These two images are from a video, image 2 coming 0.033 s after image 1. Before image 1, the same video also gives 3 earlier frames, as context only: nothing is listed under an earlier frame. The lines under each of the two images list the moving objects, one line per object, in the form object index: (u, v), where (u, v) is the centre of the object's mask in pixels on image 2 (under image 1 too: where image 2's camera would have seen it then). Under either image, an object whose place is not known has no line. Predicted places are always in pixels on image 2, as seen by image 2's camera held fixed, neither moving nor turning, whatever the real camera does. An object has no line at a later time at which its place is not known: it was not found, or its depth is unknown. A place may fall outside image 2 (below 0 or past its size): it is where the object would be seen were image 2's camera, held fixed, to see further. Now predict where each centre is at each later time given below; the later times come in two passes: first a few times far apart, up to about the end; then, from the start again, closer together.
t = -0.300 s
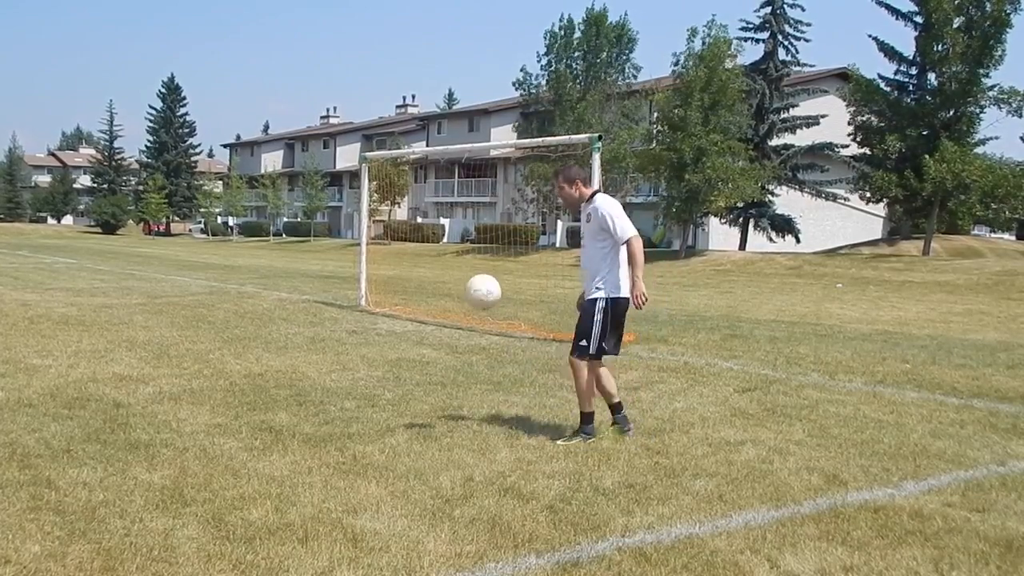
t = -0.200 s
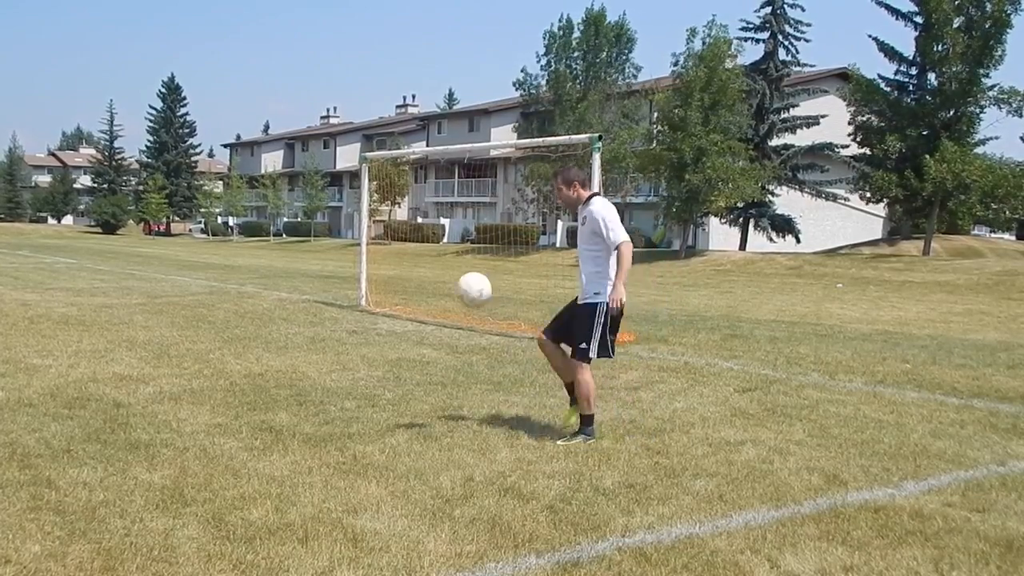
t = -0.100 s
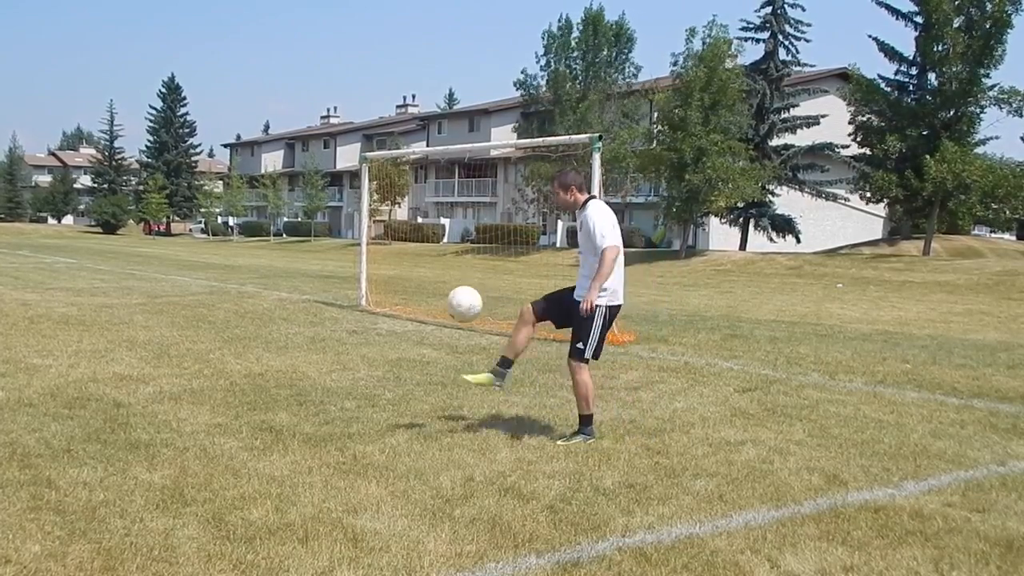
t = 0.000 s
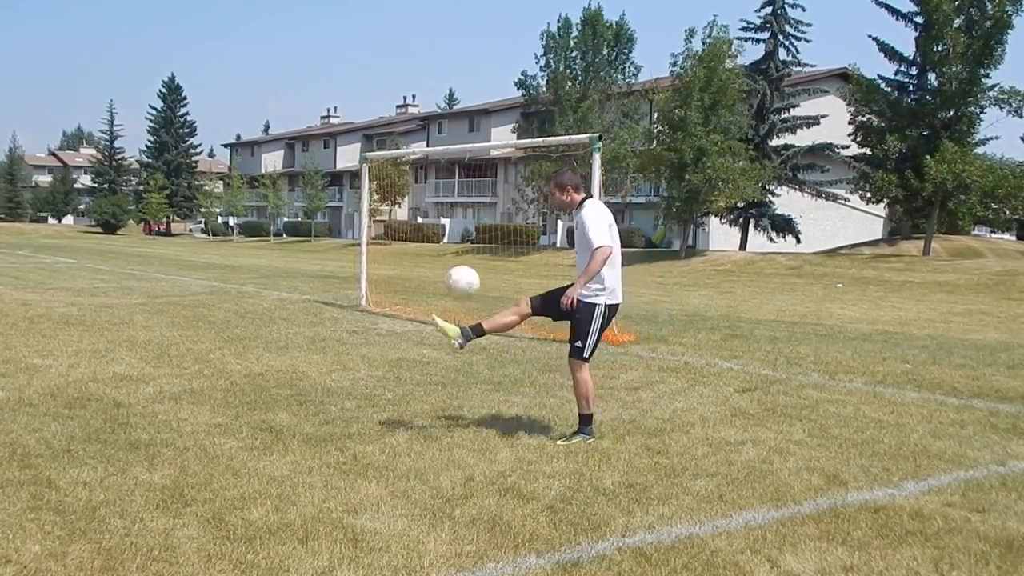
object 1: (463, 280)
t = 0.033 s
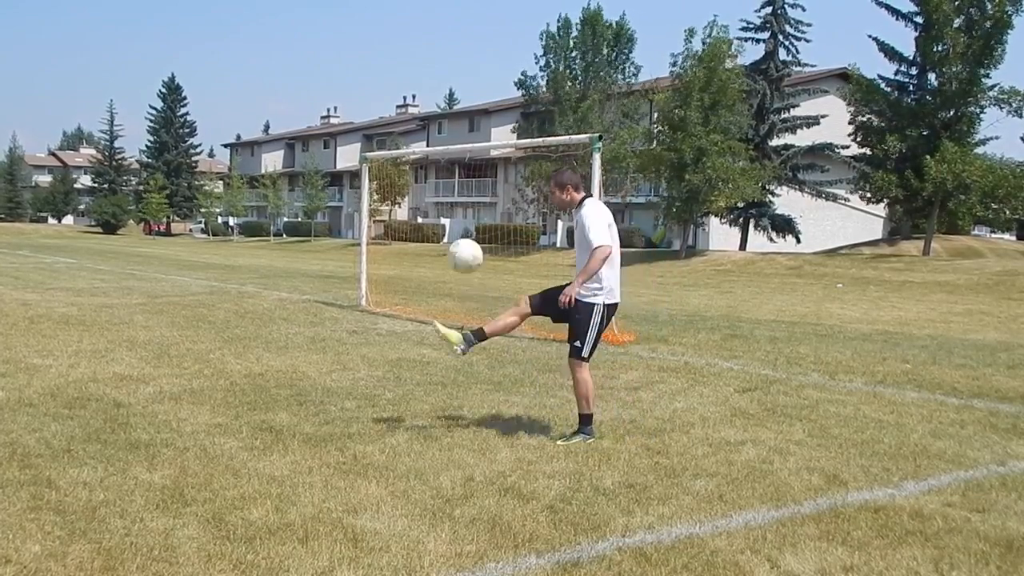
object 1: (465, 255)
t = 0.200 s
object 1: (479, 147)
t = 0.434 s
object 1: (498, 68)
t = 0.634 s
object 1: (512, 65)
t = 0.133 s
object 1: (474, 186)
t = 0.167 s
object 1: (476, 165)
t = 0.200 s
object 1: (479, 147)
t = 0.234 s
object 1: (482, 130)
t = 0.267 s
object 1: (484, 115)
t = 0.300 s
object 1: (487, 103)
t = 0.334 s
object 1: (490, 91)
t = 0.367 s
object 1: (493, 82)
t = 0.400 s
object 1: (495, 74)
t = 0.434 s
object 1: (498, 68)
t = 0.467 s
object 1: (500, 63)
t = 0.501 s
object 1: (503, 60)
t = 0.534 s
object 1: (506, 59)
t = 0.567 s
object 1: (508, 59)
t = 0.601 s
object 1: (510, 61)
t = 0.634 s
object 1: (512, 65)
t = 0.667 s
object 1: (514, 70)
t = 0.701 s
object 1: (517, 77)
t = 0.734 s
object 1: (519, 85)
